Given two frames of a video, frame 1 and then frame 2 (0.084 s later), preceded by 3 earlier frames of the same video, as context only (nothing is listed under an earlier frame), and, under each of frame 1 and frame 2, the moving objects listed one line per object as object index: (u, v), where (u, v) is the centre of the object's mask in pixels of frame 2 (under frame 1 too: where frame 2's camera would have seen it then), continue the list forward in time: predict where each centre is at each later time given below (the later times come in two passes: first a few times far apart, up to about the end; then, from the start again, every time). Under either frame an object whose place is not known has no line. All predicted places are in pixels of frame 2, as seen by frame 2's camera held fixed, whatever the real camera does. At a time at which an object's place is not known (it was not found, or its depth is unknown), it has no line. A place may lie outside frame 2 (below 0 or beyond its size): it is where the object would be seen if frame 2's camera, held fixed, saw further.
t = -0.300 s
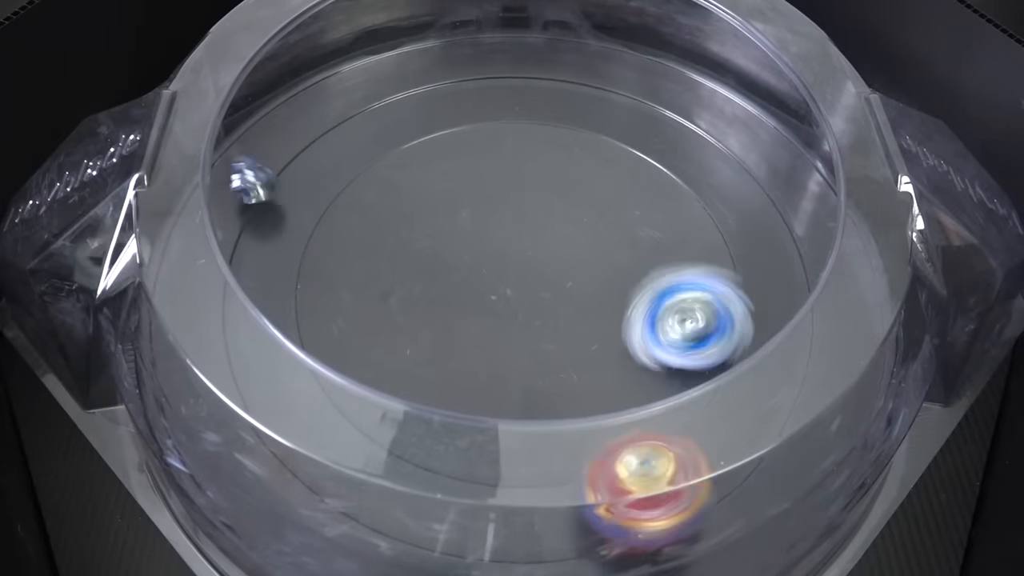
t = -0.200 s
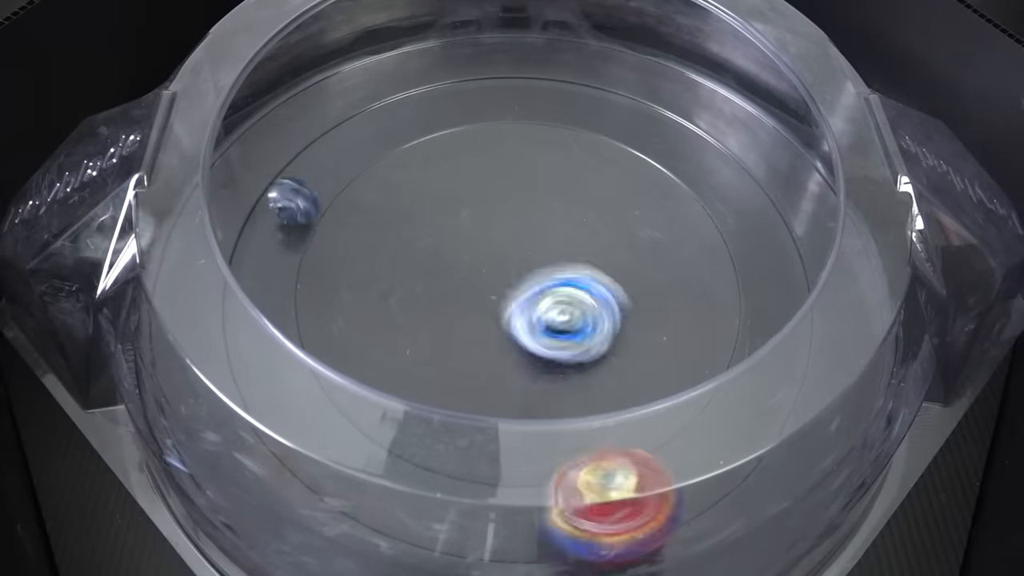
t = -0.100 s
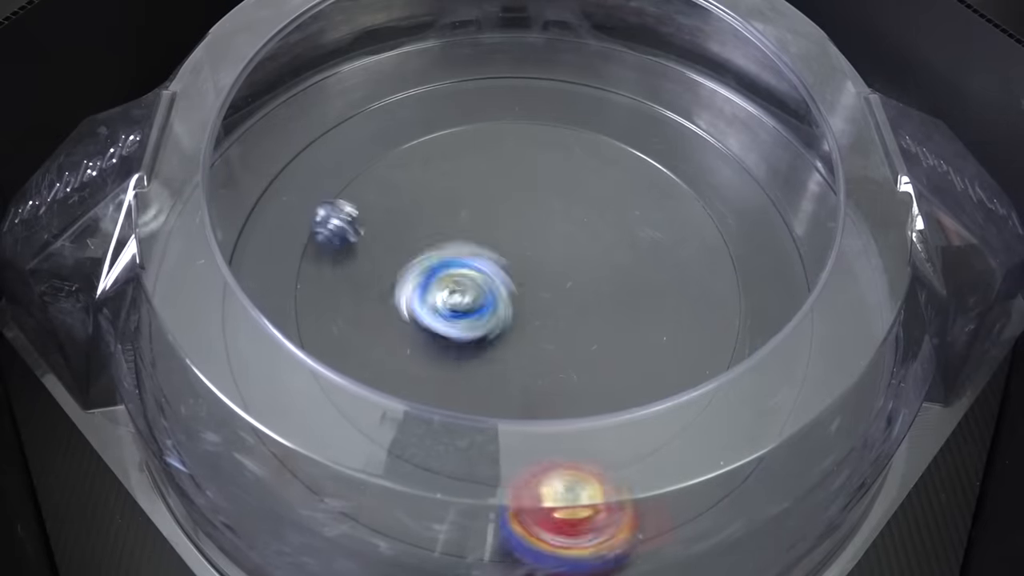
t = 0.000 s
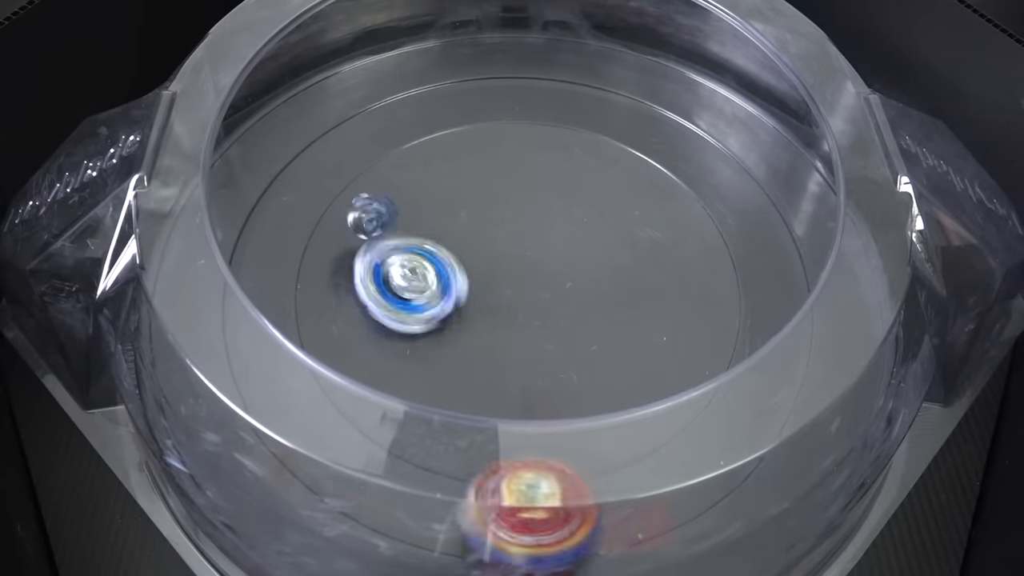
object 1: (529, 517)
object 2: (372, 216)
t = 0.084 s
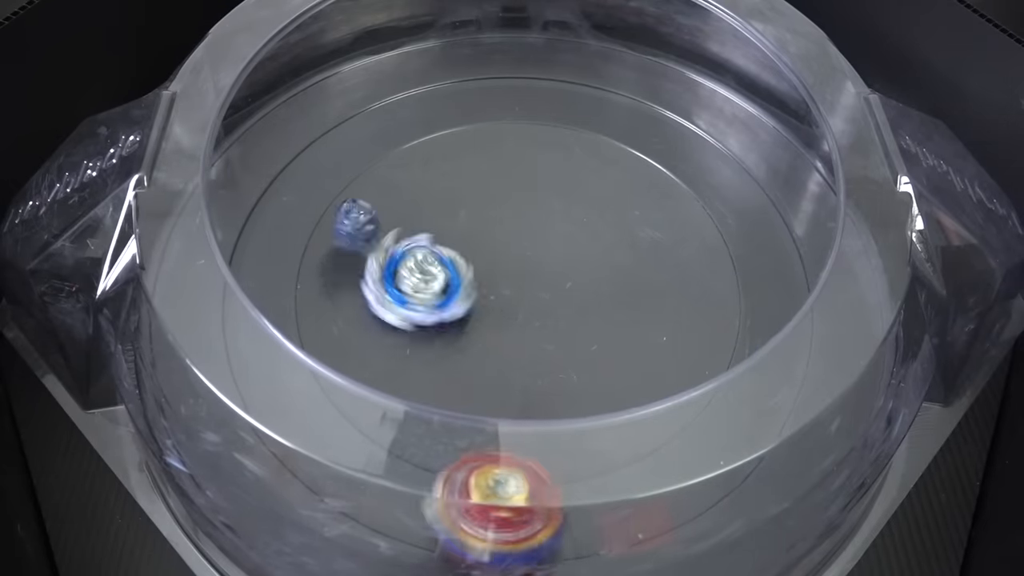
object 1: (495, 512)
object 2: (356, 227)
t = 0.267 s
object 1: (432, 480)
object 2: (412, 248)
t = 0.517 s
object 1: (430, 392)
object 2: (454, 237)
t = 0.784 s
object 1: (491, 315)
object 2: (475, 250)
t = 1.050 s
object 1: (536, 283)
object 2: (629, 57)
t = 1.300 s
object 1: (510, 295)
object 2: (717, 168)
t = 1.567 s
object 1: (514, 312)
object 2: (738, 276)
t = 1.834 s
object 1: (489, 318)
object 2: (748, 344)
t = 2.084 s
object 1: (485, 291)
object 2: (704, 369)
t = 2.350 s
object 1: (490, 271)
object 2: (527, 359)
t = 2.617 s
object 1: (477, 264)
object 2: (490, 342)
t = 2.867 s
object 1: (501, 295)
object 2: (548, 410)
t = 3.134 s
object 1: (527, 311)
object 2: (575, 395)
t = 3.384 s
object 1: (519, 290)
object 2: (528, 362)
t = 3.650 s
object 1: (503, 260)
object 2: (512, 348)
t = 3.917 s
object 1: (505, 273)
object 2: (481, 351)
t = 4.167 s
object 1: (525, 264)
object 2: (480, 336)
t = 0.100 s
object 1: (485, 512)
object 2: (348, 228)
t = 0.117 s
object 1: (479, 507)
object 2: (345, 233)
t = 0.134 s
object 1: (476, 508)
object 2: (349, 232)
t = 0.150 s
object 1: (467, 505)
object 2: (355, 231)
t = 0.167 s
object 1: (464, 503)
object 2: (362, 232)
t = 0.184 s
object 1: (456, 501)
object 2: (369, 233)
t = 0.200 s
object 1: (450, 495)
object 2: (376, 235)
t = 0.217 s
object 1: (449, 495)
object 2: (386, 236)
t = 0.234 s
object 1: (441, 491)
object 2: (395, 240)
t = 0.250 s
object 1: (438, 483)
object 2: (403, 243)
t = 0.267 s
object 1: (432, 480)
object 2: (412, 248)
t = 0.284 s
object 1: (428, 475)
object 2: (419, 252)
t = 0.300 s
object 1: (425, 473)
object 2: (430, 256)
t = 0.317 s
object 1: (420, 471)
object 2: (438, 256)
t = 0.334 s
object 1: (420, 462)
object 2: (442, 254)
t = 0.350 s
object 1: (415, 457)
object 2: (444, 253)
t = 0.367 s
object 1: (411, 449)
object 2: (446, 251)
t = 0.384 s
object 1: (410, 443)
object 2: (447, 249)
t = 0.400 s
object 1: (407, 437)
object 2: (446, 248)
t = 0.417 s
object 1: (405, 430)
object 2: (446, 247)
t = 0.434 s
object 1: (405, 428)
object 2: (447, 244)
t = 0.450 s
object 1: (406, 421)
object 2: (448, 241)
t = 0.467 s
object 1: (413, 415)
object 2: (450, 240)
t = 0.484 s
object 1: (416, 407)
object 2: (452, 239)
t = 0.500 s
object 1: (422, 398)
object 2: (453, 238)
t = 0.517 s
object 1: (430, 392)
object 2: (454, 237)
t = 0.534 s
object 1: (435, 373)
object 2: (456, 237)
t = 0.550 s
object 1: (443, 369)
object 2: (456, 236)
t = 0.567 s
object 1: (449, 367)
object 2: (457, 236)
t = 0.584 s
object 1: (454, 361)
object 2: (456, 236)
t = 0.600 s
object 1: (463, 356)
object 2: (456, 236)
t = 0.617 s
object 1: (459, 353)
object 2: (456, 235)
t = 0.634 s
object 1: (458, 348)
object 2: (457, 235)
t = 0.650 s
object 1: (458, 348)
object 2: (458, 235)
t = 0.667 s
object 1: (457, 346)
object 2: (460, 237)
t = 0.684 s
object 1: (457, 340)
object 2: (461, 238)
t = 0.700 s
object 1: (464, 338)
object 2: (463, 239)
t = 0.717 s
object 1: (466, 335)
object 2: (465, 242)
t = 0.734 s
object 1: (472, 328)
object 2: (467, 246)
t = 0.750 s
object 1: (479, 326)
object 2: (469, 248)
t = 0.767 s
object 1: (484, 322)
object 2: (472, 251)
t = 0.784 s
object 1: (491, 315)
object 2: (475, 250)
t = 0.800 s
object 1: (499, 313)
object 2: (478, 253)
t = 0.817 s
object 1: (504, 312)
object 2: (486, 244)
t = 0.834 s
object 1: (509, 310)
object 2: (502, 218)
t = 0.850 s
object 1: (516, 310)
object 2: (513, 184)
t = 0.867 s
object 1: (519, 308)
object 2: (523, 156)
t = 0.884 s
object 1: (523, 304)
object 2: (535, 128)
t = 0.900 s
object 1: (529, 302)
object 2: (547, 106)
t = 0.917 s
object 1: (532, 300)
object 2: (559, 80)
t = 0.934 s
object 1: (536, 296)
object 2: (571, 65)
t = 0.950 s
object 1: (540, 292)
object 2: (580, 49)
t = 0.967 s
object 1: (539, 292)
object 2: (591, 36)
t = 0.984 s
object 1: (537, 291)
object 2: (600, 27)
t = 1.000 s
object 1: (536, 287)
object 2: (608, 30)
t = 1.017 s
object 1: (537, 287)
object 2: (615, 38)
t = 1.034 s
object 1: (536, 286)
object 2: (622, 47)
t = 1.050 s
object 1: (536, 283)
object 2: (629, 57)
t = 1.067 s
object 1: (537, 281)
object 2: (637, 65)
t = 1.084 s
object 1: (537, 281)
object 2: (647, 74)
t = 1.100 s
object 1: (534, 279)
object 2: (656, 79)
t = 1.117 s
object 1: (531, 276)
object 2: (663, 84)
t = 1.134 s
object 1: (528, 278)
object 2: (673, 90)
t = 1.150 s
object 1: (525, 280)
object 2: (684, 95)
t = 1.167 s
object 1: (519, 279)
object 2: (690, 100)
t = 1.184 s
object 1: (519, 280)
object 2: (697, 104)
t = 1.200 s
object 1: (517, 283)
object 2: (702, 112)
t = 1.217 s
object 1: (515, 285)
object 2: (707, 119)
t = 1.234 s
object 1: (512, 286)
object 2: (710, 132)
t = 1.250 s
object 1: (513, 288)
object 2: (714, 143)
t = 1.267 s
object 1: (511, 292)
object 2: (716, 151)
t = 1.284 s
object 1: (509, 293)
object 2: (717, 160)
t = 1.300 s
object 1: (510, 295)
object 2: (717, 168)
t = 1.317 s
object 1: (512, 299)
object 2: (717, 175)
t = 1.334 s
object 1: (512, 302)
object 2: (715, 184)
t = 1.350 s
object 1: (511, 303)
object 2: (712, 192)
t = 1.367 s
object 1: (514, 304)
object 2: (708, 201)
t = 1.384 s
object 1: (516, 307)
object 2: (703, 214)
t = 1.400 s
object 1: (517, 310)
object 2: (694, 226)
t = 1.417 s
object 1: (518, 310)
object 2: (686, 235)
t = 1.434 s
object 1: (523, 310)
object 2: (679, 241)
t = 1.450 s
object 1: (526, 312)
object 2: (676, 249)
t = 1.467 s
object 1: (528, 313)
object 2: (674, 259)
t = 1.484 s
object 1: (525, 312)
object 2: (676, 265)
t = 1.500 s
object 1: (522, 312)
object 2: (692, 267)
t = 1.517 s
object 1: (519, 313)
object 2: (710, 271)
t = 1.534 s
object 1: (515, 314)
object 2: (722, 272)
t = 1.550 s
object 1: (513, 312)
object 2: (731, 274)
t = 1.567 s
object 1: (514, 312)
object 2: (738, 276)
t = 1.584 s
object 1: (514, 313)
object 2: (744, 281)
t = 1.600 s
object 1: (514, 313)
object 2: (749, 284)
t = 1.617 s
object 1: (510, 312)
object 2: (753, 287)
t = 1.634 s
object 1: (508, 311)
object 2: (756, 290)
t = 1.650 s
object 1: (506, 313)
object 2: (760, 294)
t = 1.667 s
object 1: (503, 315)
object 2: (763, 297)
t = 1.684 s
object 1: (499, 315)
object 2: (766, 304)
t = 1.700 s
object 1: (497, 314)
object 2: (767, 309)
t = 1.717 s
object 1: (497, 315)
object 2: (766, 316)
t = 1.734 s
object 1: (496, 317)
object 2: (766, 321)
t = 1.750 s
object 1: (493, 317)
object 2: (764, 327)
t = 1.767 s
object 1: (490, 316)
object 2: (762, 329)
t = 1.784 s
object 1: (491, 315)
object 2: (760, 332)
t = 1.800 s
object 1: (491, 317)
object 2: (757, 335)
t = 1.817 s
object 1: (490, 318)
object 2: (753, 340)
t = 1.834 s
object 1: (489, 318)
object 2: (748, 344)
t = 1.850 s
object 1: (489, 316)
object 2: (747, 346)
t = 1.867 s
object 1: (491, 316)
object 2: (746, 348)
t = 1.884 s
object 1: (492, 316)
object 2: (743, 351)
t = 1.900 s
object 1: (492, 316)
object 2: (741, 353)
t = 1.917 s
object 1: (493, 313)
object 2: (737, 356)
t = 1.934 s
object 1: (496, 310)
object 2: (735, 357)
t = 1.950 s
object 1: (497, 309)
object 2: (732, 358)
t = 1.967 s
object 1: (496, 308)
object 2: (730, 359)
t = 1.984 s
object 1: (493, 305)
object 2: (727, 360)
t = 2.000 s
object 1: (490, 301)
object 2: (725, 361)
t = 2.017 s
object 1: (491, 299)
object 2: (722, 363)
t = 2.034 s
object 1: (489, 299)
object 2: (718, 365)
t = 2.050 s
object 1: (486, 297)
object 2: (714, 367)
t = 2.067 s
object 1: (485, 294)
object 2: (710, 367)
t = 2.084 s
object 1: (485, 291)
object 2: (704, 369)
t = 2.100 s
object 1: (485, 290)
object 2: (696, 370)
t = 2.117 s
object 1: (484, 289)
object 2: (690, 370)
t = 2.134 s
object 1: (481, 288)
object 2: (683, 367)
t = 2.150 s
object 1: (480, 284)
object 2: (674, 365)
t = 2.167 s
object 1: (481, 282)
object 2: (664, 358)
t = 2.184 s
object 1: (482, 282)
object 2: (651, 352)
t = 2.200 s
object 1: (481, 281)
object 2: (641, 349)
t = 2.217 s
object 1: (480, 279)
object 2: (628, 344)
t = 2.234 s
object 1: (481, 277)
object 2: (615, 343)
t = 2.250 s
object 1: (483, 275)
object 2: (600, 350)
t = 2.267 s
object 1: (484, 275)
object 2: (587, 347)
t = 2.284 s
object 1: (484, 274)
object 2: (575, 351)
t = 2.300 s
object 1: (485, 273)
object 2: (563, 354)
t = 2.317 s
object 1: (486, 271)
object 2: (552, 355)
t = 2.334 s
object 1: (488, 270)
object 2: (538, 356)
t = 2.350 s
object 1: (490, 271)
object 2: (527, 359)
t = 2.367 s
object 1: (491, 270)
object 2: (517, 357)
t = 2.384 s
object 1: (492, 268)
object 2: (510, 357)
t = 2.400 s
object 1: (494, 267)
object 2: (502, 356)
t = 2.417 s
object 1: (498, 267)
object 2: (494, 354)
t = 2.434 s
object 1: (499, 268)
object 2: (489, 352)
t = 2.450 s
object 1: (501, 268)
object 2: (484, 350)
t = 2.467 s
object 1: (502, 266)
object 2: (480, 348)
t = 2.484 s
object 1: (496, 263)
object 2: (478, 346)
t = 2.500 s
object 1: (492, 261)
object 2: (477, 344)
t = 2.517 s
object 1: (487, 259)
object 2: (477, 343)
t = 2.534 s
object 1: (484, 260)
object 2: (478, 341)
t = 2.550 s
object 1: (481, 260)
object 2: (480, 340)
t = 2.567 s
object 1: (479, 259)
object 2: (483, 338)
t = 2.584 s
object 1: (478, 260)
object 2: (486, 335)
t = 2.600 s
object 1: (478, 262)
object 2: (488, 334)
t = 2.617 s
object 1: (477, 264)
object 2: (490, 342)
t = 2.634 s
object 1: (477, 266)
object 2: (491, 351)
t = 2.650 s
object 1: (477, 267)
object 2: (492, 365)
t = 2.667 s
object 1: (477, 268)
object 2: (496, 374)
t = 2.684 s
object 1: (479, 271)
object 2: (501, 387)
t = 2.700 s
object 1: (481, 272)
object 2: (504, 395)
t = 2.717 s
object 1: (483, 276)
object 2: (508, 399)
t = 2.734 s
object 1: (483, 279)
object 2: (512, 402)
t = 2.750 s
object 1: (485, 280)
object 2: (515, 405)
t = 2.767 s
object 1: (485, 281)
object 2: (520, 408)
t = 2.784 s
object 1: (488, 282)
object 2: (523, 409)
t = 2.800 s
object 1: (493, 285)
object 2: (526, 409)
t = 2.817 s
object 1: (496, 288)
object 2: (533, 410)
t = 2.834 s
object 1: (498, 292)
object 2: (538, 410)
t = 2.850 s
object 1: (499, 294)
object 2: (543, 410)
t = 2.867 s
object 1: (501, 295)
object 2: (548, 410)
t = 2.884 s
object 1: (503, 295)
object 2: (551, 408)
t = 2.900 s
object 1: (507, 297)
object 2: (552, 407)
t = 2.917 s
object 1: (511, 300)
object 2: (555, 406)
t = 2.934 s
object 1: (512, 303)
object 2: (558, 405)
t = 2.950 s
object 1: (513, 305)
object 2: (560, 404)
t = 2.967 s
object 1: (514, 306)
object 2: (562, 402)
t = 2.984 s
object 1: (515, 306)
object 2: (564, 399)
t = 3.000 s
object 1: (519, 306)
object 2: (565, 397)
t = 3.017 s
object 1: (522, 309)
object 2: (566, 393)
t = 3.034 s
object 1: (522, 311)
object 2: (564, 385)
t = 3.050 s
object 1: (523, 312)
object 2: (564, 378)
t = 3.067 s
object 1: (523, 312)
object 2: (566, 382)
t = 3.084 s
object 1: (523, 310)
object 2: (571, 389)
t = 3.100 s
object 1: (524, 309)
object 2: (573, 392)
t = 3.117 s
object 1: (526, 310)
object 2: (574, 394)
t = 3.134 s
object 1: (527, 311)
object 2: (575, 395)
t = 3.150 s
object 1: (526, 312)
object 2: (575, 395)
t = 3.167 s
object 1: (527, 314)
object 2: (575, 395)
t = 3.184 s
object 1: (528, 314)
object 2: (573, 395)
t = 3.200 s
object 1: (527, 313)
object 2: (570, 394)
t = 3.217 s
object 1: (525, 310)
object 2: (568, 392)
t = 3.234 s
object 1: (523, 308)
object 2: (563, 391)
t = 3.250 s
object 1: (522, 306)
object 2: (557, 388)
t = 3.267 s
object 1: (520, 304)
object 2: (550, 386)
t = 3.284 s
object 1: (520, 303)
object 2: (545, 383)
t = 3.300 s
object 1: (519, 301)
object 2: (540, 380)
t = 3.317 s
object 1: (519, 299)
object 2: (538, 377)
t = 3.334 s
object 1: (520, 297)
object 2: (535, 374)
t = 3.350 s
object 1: (521, 296)
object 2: (532, 371)
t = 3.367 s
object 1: (521, 294)
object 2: (530, 368)
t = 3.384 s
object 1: (519, 290)
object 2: (528, 362)
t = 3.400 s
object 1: (517, 288)
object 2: (525, 358)
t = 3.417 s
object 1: (515, 284)
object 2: (524, 354)
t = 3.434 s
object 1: (514, 281)
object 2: (524, 354)
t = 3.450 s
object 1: (511, 278)
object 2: (525, 354)
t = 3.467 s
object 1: (508, 274)
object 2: (526, 353)
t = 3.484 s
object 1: (506, 270)
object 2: (527, 352)
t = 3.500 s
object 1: (504, 268)
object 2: (527, 350)
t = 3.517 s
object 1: (502, 266)
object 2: (528, 348)
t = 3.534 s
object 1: (501, 264)
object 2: (528, 345)
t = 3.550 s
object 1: (502, 263)
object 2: (528, 341)
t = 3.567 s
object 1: (501, 262)
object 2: (526, 335)
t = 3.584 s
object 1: (501, 262)
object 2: (525, 331)
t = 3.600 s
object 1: (501, 261)
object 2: (521, 333)
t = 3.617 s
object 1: (501, 260)
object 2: (517, 340)
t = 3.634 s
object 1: (502, 260)
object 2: (514, 344)
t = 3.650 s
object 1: (503, 260)
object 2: (512, 348)
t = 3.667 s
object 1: (503, 260)
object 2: (510, 350)
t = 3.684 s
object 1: (502, 259)
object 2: (509, 351)
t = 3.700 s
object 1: (502, 259)
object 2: (507, 352)
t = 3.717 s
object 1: (503, 259)
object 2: (505, 352)
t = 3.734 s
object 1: (503, 261)
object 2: (503, 352)
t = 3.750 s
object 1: (502, 263)
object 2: (499, 351)
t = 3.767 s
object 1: (501, 264)
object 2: (496, 351)
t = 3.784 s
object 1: (500, 265)
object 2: (492, 350)
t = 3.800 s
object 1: (500, 267)
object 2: (487, 350)
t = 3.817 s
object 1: (500, 268)
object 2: (484, 349)
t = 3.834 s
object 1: (500, 270)
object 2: (482, 347)
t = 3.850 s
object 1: (501, 271)
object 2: (482, 346)
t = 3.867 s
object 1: (502, 271)
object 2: (483, 344)
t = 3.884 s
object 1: (502, 271)
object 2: (483, 343)
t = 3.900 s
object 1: (504, 272)
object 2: (481, 347)
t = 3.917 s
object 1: (505, 273)
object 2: (481, 351)
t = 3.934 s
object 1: (506, 273)
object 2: (482, 353)
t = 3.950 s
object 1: (508, 274)
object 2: (484, 353)
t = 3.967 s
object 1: (510, 274)
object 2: (485, 352)
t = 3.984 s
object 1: (512, 274)
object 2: (486, 352)
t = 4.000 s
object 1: (513, 274)
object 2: (487, 350)
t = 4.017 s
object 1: (515, 273)
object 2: (489, 348)
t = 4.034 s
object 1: (517, 271)
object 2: (490, 343)
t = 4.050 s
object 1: (518, 270)
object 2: (490, 339)
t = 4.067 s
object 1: (519, 269)
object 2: (489, 335)
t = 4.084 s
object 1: (521, 269)
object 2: (486, 335)
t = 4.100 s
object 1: (522, 268)
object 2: (483, 335)
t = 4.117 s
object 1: (524, 267)
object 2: (481, 334)
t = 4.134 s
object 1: (524, 266)
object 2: (480, 334)
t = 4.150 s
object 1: (525, 265)
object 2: (479, 335)
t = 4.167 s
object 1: (525, 264)
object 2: (480, 336)
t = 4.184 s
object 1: (525, 263)
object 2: (482, 337)
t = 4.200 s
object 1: (526, 262)
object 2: (484, 338)
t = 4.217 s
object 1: (526, 262)
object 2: (488, 340)
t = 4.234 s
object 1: (526, 262)
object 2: (493, 339)
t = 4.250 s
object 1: (526, 262)
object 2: (497, 336)
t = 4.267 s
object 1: (525, 263)
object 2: (500, 334)
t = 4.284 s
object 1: (525, 263)
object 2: (502, 334)
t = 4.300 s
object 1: (525, 264)
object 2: (503, 335)
